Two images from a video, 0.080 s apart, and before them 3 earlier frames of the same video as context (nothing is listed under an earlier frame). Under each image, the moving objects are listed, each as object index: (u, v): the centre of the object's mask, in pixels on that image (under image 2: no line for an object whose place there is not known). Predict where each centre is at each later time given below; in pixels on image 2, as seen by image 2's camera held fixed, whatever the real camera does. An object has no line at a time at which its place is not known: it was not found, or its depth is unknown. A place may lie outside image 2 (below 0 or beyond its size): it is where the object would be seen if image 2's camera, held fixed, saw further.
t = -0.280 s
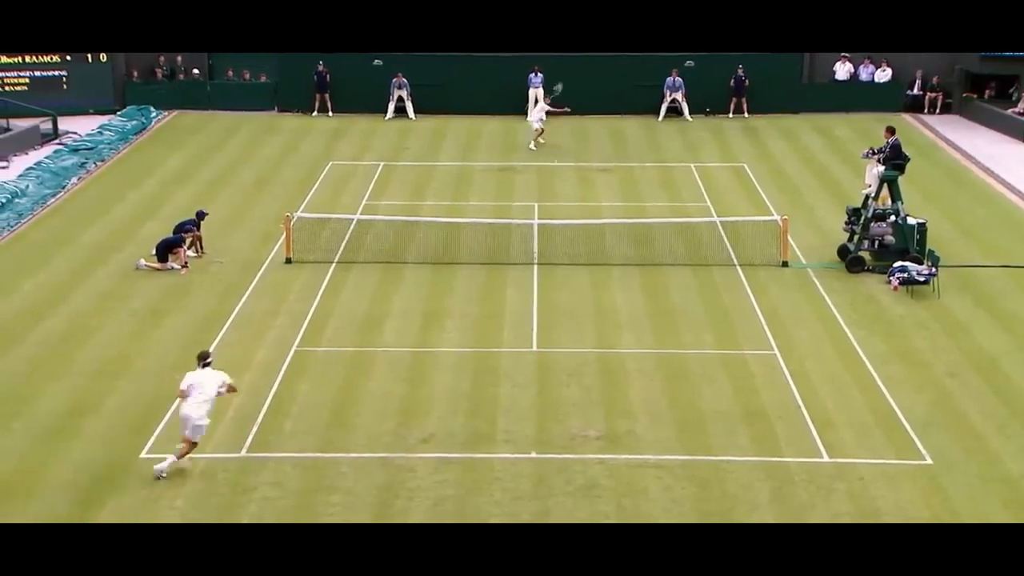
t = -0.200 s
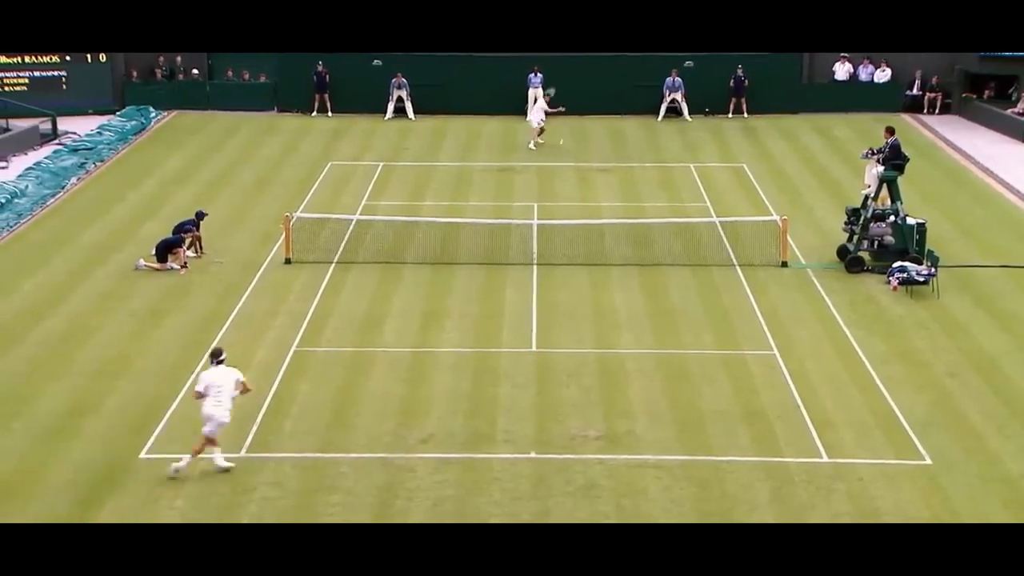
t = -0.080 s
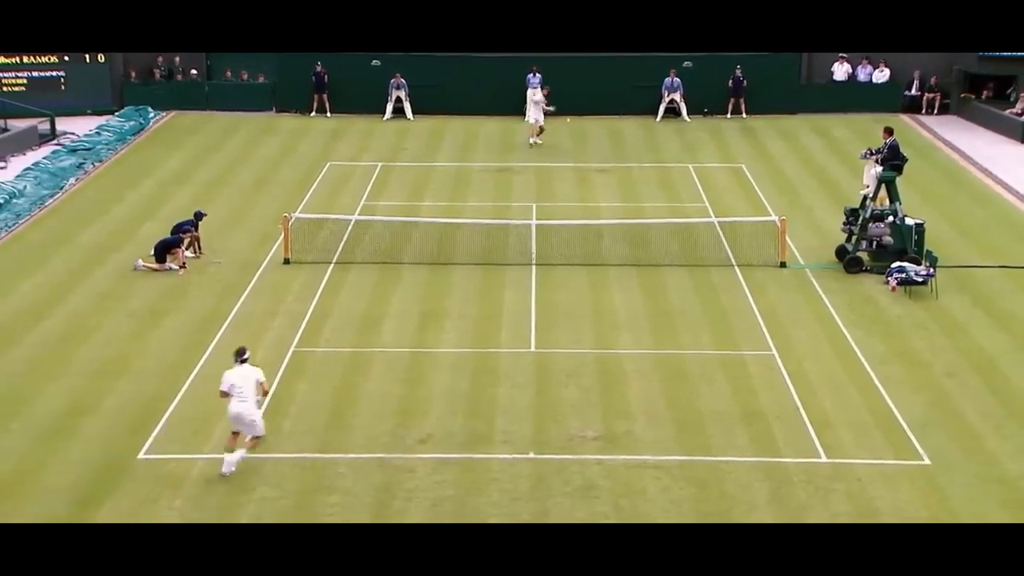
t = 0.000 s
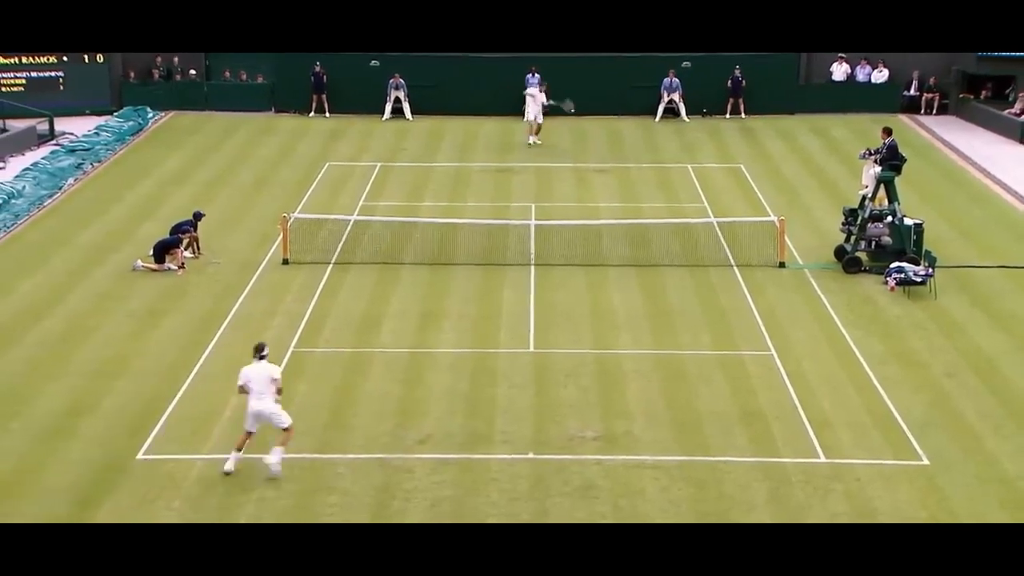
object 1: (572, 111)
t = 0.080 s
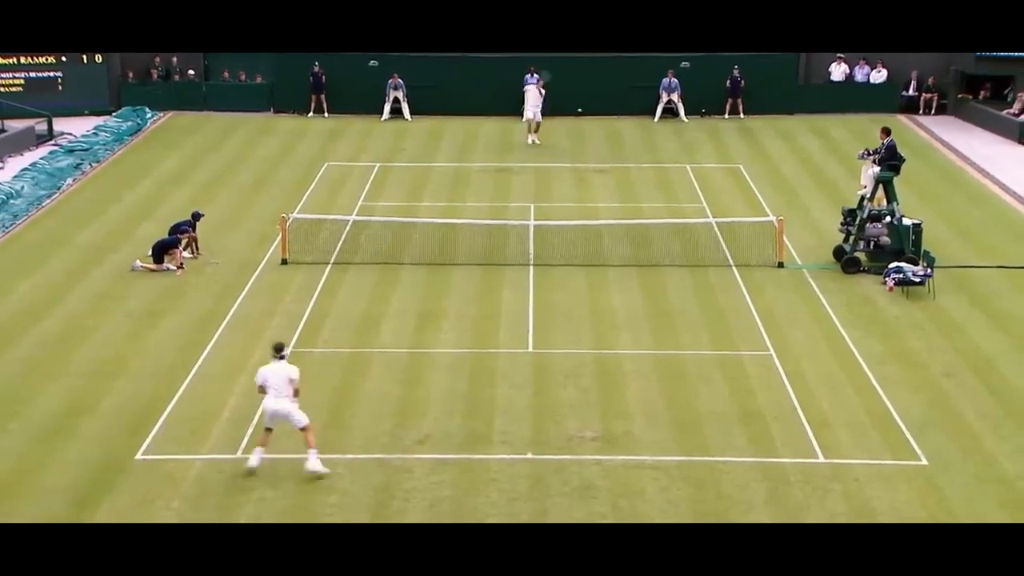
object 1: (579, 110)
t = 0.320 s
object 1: (607, 126)
